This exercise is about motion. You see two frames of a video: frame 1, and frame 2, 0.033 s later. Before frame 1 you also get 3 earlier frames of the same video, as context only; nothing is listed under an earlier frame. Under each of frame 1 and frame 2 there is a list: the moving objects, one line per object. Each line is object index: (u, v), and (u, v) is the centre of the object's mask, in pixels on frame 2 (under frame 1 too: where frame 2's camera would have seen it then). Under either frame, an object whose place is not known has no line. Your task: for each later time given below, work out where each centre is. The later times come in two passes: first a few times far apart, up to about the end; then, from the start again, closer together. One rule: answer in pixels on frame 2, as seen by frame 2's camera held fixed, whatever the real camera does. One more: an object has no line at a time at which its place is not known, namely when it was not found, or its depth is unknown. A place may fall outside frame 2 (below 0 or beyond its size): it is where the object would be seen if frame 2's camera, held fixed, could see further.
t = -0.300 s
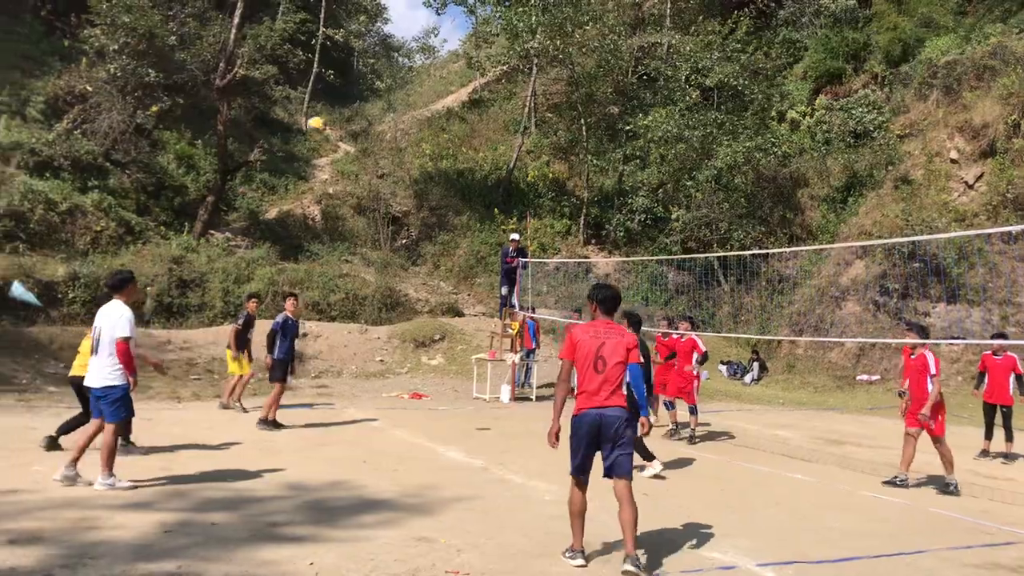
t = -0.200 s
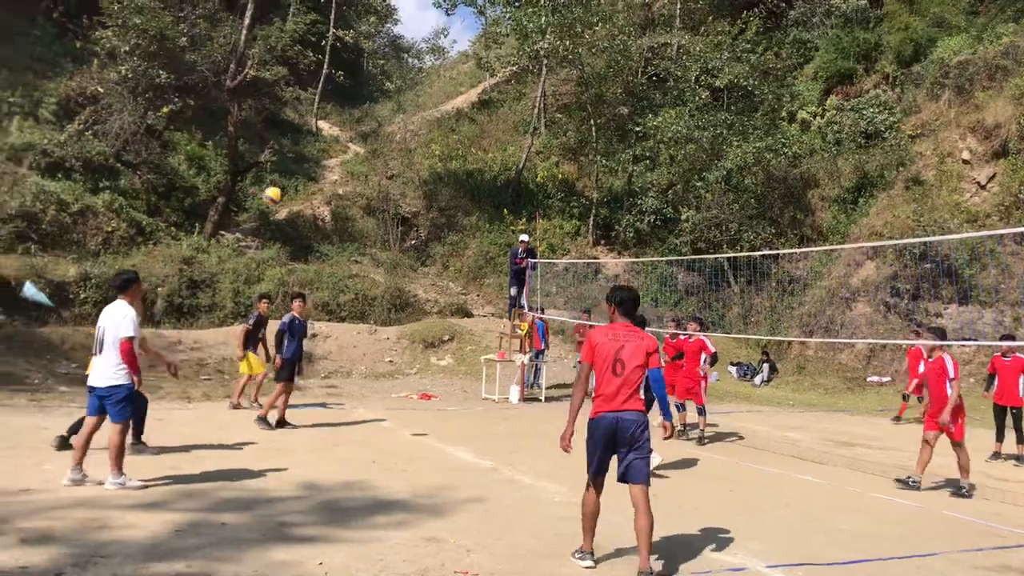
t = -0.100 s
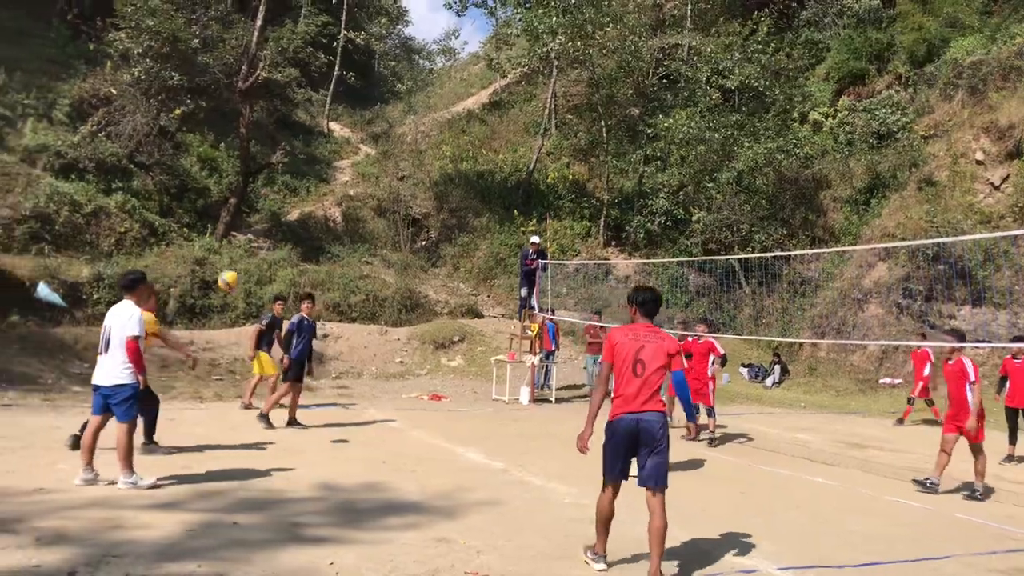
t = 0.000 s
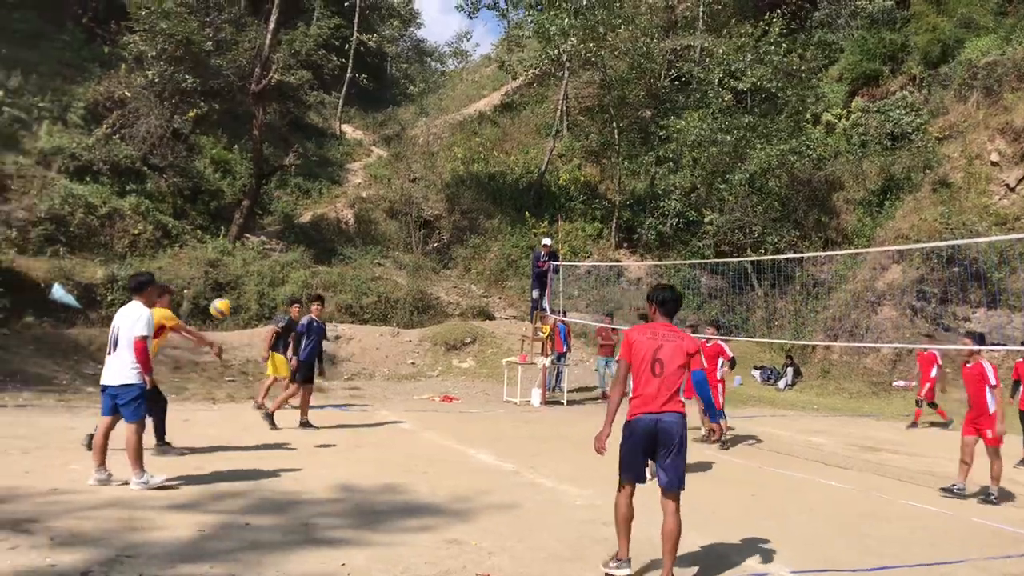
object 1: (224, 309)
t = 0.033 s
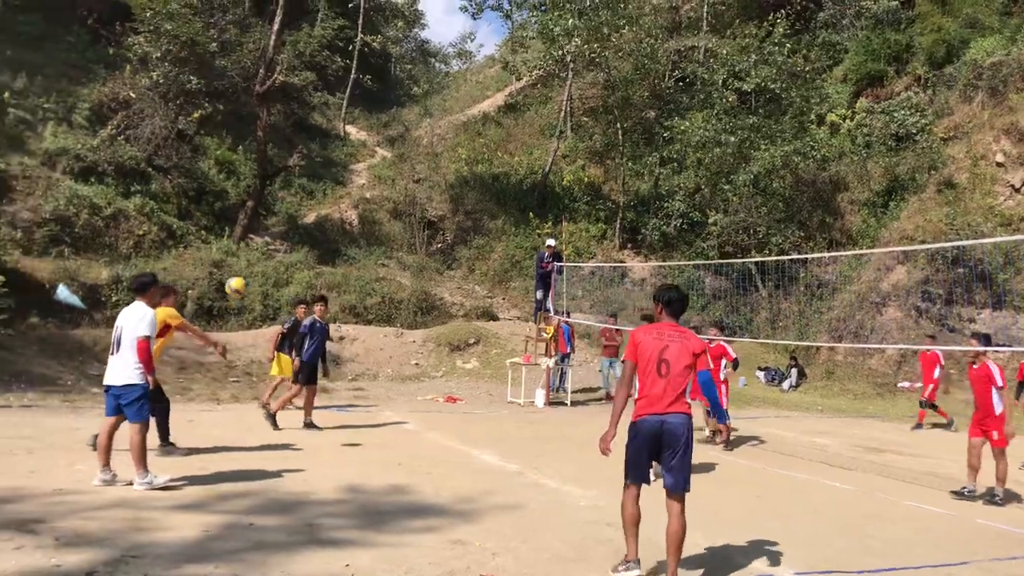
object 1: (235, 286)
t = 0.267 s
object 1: (308, 166)
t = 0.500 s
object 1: (375, 101)
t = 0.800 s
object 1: (452, 95)
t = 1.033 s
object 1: (502, 149)
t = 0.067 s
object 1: (246, 265)
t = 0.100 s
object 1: (257, 244)
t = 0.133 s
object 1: (267, 228)
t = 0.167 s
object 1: (278, 209)
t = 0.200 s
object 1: (288, 194)
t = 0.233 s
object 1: (298, 178)
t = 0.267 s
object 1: (308, 166)
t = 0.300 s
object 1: (319, 153)
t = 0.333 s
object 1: (328, 142)
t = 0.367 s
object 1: (338, 132)
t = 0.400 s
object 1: (346, 121)
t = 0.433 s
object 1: (357, 113)
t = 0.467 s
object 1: (366, 106)
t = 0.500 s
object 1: (375, 101)
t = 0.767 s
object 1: (443, 92)
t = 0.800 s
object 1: (452, 95)
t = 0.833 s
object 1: (459, 100)
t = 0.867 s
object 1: (467, 106)
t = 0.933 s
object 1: (482, 121)
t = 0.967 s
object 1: (488, 129)
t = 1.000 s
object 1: (496, 138)
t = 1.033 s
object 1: (502, 149)
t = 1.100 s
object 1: (516, 174)
